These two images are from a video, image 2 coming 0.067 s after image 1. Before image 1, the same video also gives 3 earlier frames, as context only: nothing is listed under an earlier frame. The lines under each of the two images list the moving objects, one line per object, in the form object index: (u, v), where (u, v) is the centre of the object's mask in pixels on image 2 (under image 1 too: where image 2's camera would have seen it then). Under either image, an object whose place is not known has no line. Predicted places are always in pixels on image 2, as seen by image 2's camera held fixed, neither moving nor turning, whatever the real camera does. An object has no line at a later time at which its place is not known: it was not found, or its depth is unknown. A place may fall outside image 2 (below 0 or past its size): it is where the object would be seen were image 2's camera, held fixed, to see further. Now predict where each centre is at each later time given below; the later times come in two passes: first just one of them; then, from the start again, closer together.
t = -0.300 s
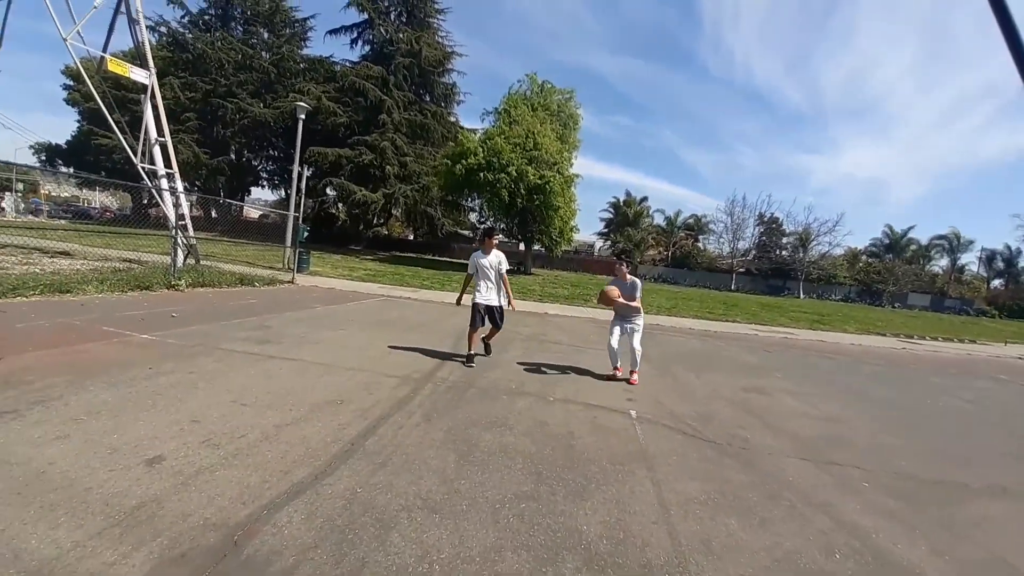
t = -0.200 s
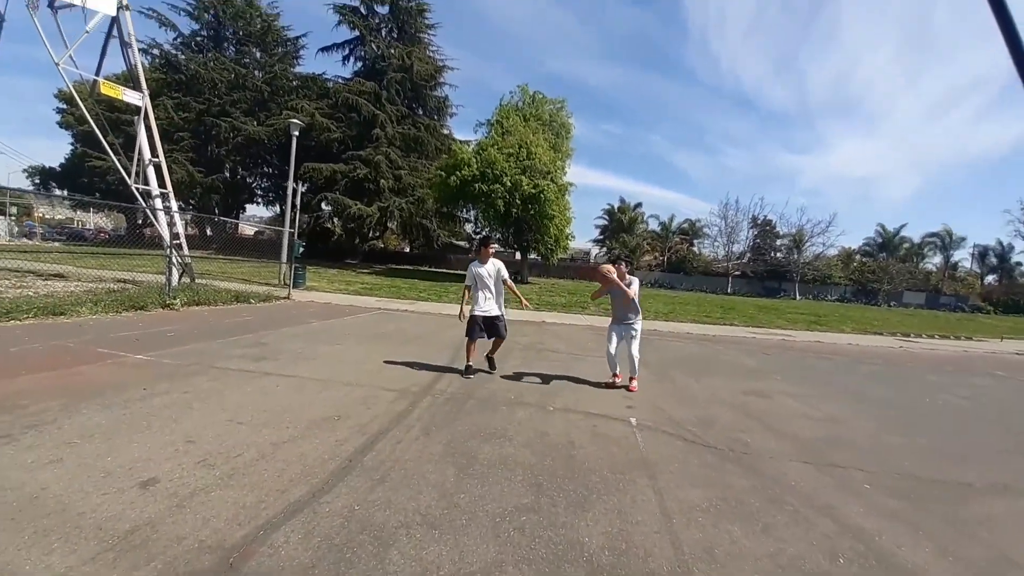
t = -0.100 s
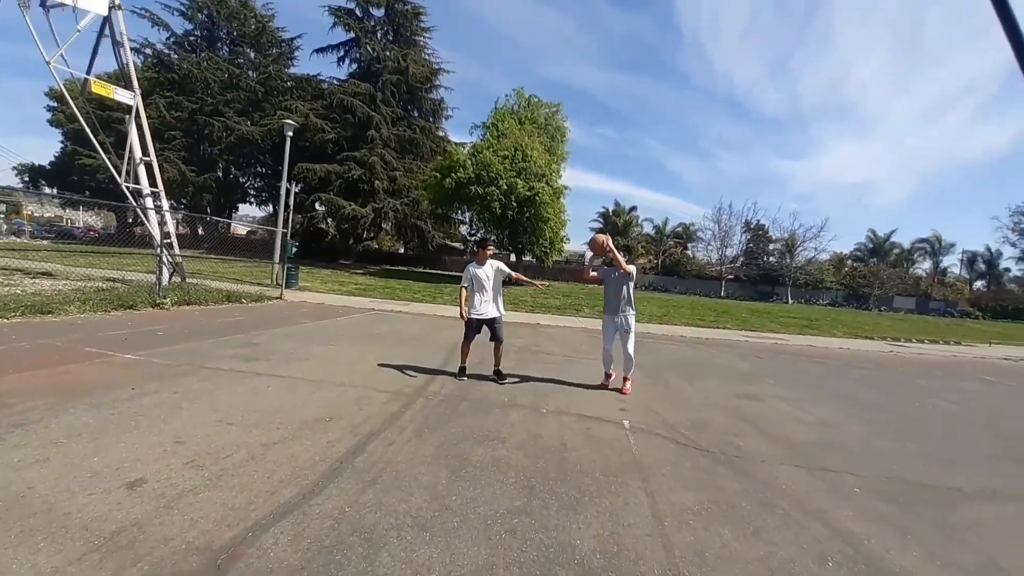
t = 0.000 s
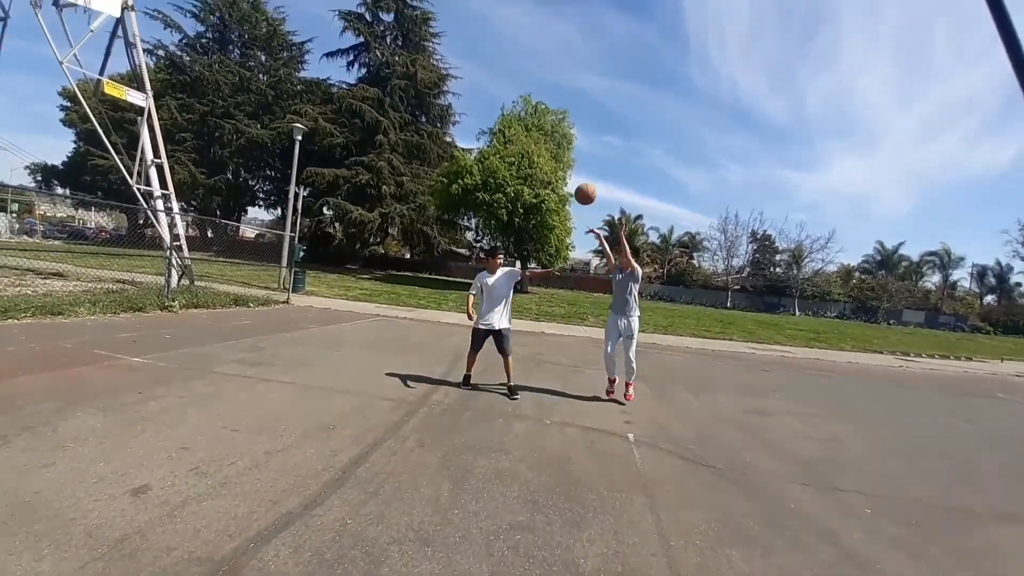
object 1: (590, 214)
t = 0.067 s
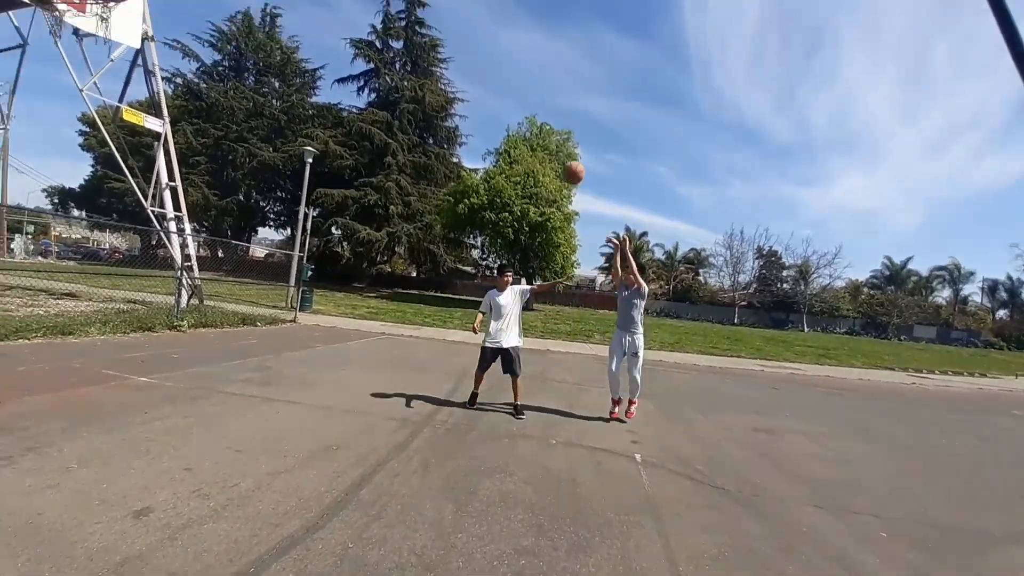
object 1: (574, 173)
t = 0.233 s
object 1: (524, 86)
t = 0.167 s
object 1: (547, 120)
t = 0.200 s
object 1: (536, 103)
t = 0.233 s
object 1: (524, 86)
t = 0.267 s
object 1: (513, 69)
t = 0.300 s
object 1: (502, 53)
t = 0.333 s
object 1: (490, 37)
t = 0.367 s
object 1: (479, 23)
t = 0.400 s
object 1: (466, 8)
